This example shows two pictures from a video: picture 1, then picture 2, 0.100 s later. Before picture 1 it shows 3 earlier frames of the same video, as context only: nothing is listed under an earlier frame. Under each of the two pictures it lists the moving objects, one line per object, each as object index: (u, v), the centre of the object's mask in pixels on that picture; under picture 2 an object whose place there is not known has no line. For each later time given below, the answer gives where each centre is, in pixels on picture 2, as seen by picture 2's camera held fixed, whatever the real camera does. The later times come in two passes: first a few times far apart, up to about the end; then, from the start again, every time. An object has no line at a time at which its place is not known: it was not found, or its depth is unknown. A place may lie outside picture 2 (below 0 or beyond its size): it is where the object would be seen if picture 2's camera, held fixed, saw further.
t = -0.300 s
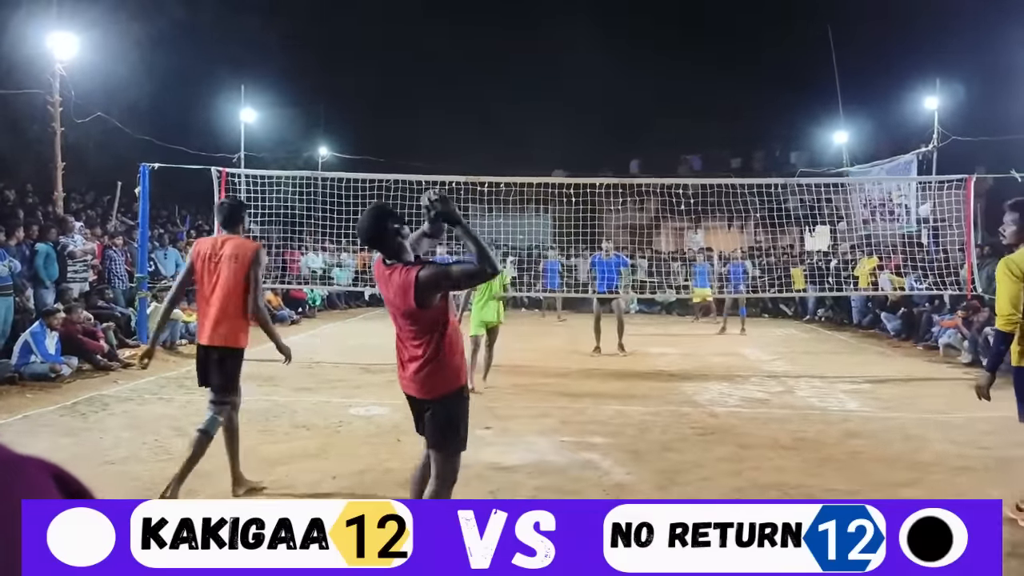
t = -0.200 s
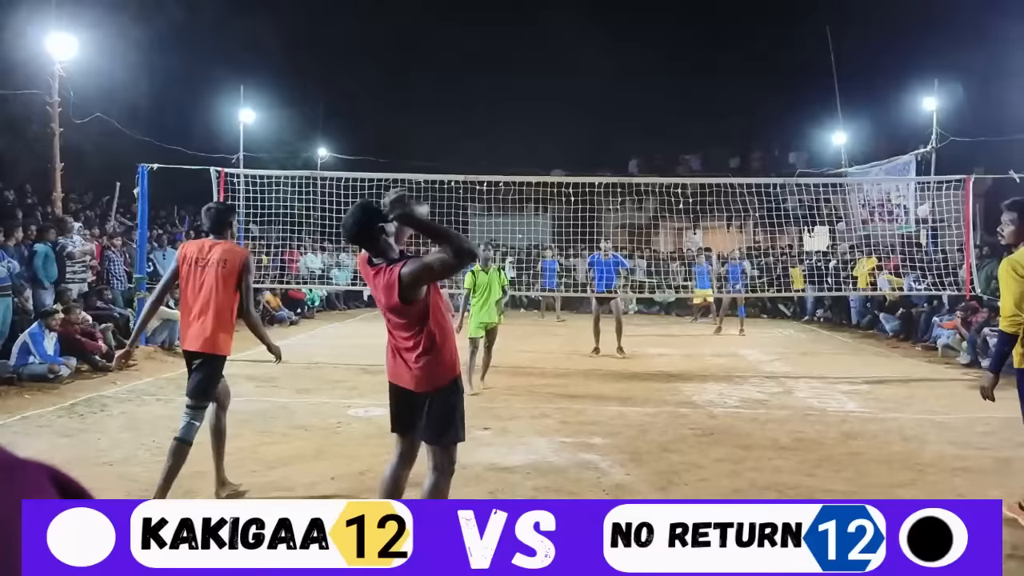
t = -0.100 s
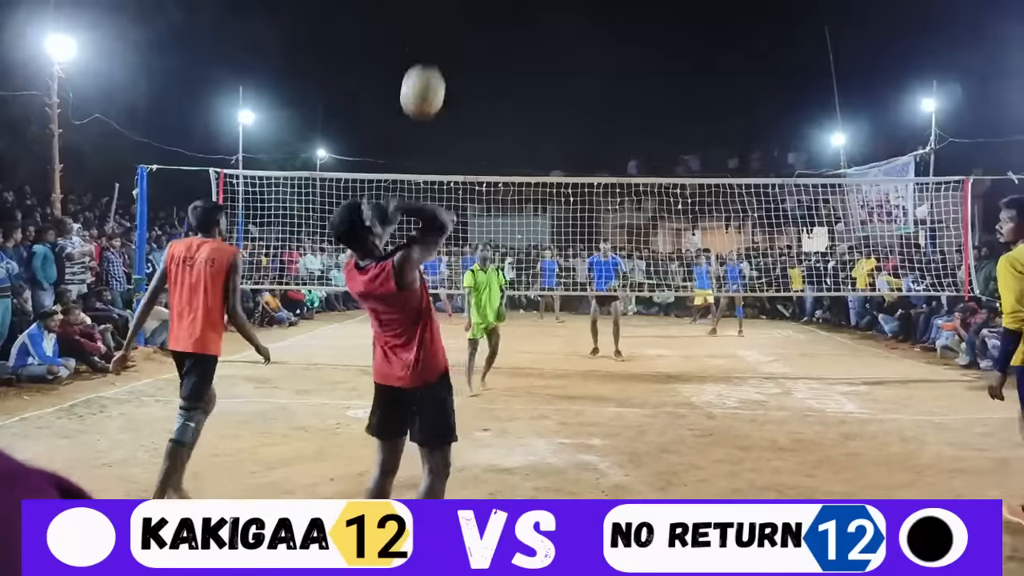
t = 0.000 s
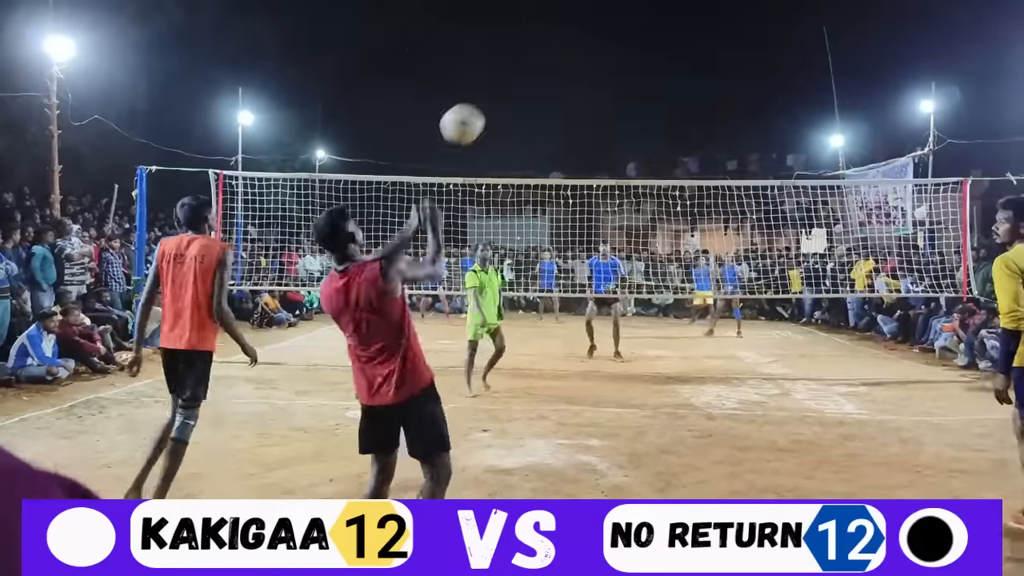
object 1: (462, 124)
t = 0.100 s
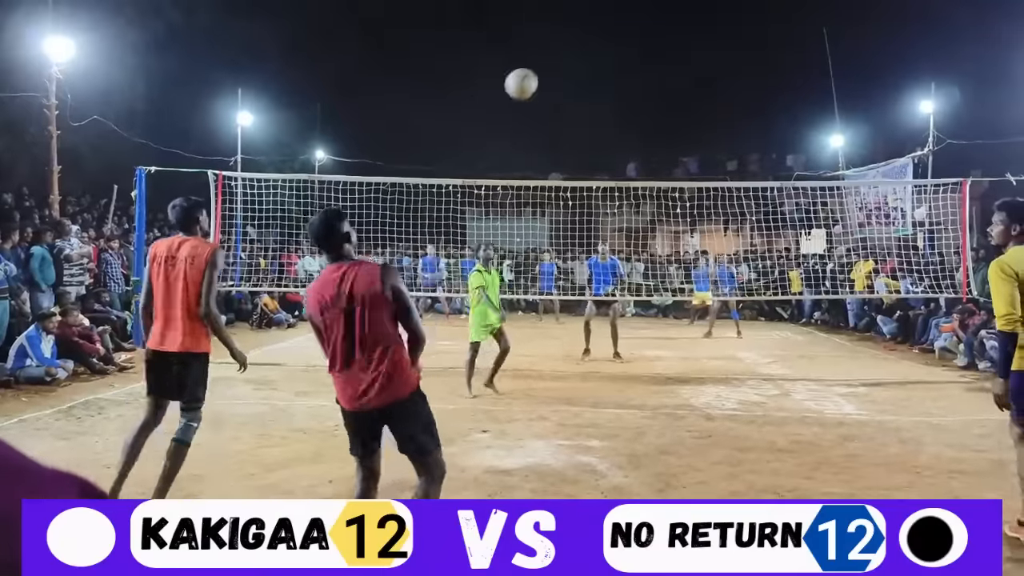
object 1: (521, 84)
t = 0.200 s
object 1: (554, 67)
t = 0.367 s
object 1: (583, 70)
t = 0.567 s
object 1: (601, 102)
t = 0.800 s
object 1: (619, 157)
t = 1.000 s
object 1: (632, 210)
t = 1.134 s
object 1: (639, 245)
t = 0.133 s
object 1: (534, 76)
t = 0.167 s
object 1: (545, 71)
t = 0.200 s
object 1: (554, 67)
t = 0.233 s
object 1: (562, 65)
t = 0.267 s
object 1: (568, 65)
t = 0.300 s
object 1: (574, 65)
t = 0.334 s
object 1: (578, 67)
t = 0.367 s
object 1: (583, 70)
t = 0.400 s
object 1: (586, 74)
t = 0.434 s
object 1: (589, 79)
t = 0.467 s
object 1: (592, 84)
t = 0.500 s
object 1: (595, 90)
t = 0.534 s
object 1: (598, 96)
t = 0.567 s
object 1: (601, 102)
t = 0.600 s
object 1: (603, 109)
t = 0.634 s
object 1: (606, 117)
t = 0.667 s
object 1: (609, 124)
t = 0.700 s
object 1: (611, 132)
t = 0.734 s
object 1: (614, 140)
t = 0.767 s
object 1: (617, 149)
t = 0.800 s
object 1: (619, 157)
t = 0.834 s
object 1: (622, 166)
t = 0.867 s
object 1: (624, 175)
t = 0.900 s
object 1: (626, 183)
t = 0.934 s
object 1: (628, 192)
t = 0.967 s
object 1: (630, 201)
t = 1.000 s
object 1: (632, 210)
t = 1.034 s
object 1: (634, 218)
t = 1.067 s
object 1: (636, 227)
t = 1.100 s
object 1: (637, 236)
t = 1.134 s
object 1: (639, 245)
